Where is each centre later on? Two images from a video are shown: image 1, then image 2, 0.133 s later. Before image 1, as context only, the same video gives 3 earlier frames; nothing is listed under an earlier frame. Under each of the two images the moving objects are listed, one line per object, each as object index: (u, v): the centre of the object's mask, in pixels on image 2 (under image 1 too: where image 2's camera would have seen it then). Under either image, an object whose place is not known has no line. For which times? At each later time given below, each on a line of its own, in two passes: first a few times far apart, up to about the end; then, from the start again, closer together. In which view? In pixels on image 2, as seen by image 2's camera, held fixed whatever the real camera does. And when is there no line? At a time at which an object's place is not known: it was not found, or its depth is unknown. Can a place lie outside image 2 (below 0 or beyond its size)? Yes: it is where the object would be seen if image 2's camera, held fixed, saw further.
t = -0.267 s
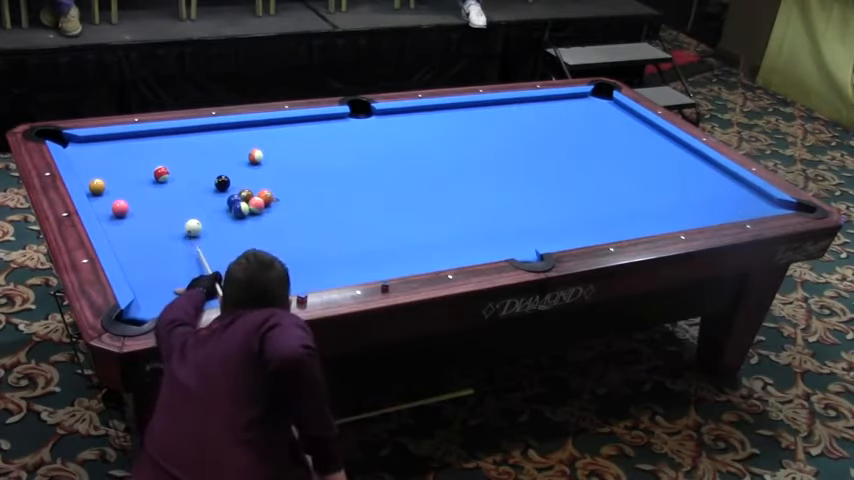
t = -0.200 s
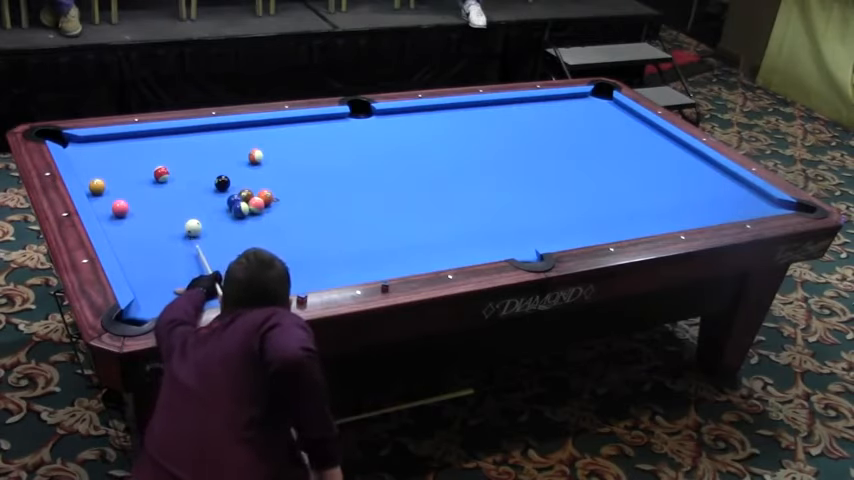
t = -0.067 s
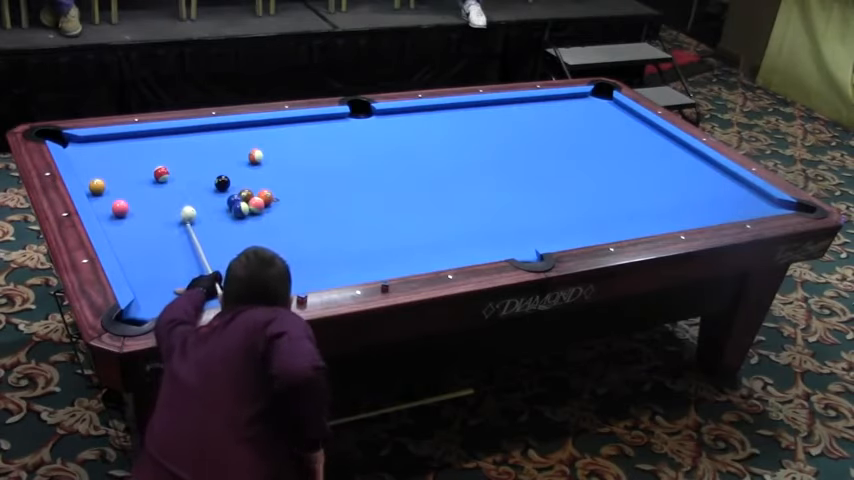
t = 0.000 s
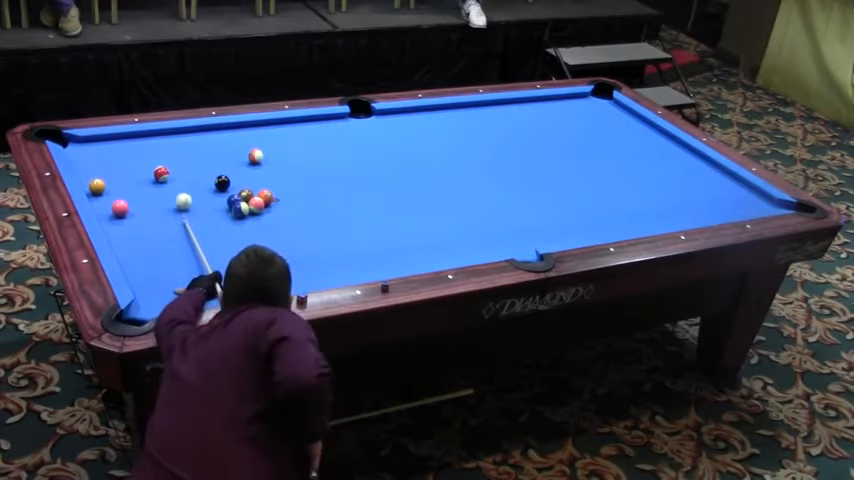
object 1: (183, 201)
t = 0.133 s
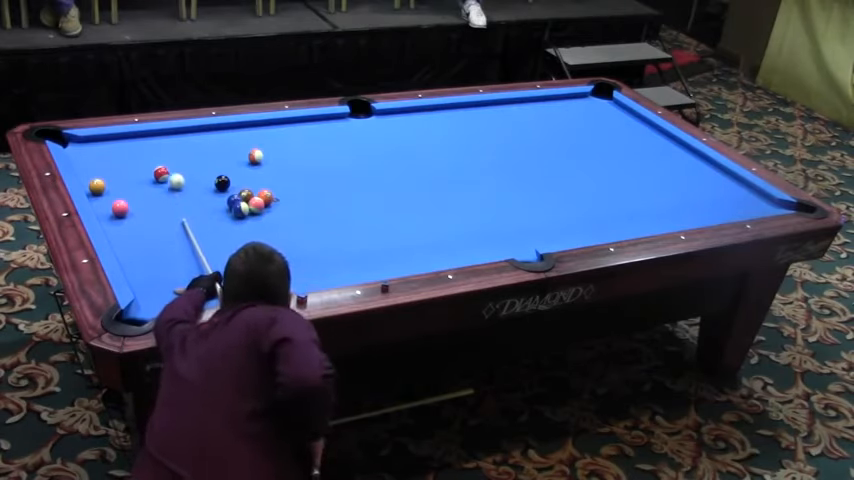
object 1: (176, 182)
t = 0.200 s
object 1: (178, 175)
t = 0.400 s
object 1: (190, 162)
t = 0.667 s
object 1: (205, 147)
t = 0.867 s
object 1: (215, 137)
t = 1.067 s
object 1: (225, 127)
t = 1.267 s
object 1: (235, 130)
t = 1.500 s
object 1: (247, 134)
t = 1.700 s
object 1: (257, 136)
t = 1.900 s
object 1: (266, 140)
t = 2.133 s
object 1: (276, 143)
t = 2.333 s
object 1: (284, 145)
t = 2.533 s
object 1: (291, 148)
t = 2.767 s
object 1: (298, 151)
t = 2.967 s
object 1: (304, 153)
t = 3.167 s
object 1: (310, 155)
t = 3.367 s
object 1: (315, 157)
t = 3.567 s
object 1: (319, 159)
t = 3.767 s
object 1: (322, 160)
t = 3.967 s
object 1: (325, 161)
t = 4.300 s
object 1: (329, 163)
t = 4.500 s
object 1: (330, 163)
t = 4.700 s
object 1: (331, 164)
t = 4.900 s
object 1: (331, 164)
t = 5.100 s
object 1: (331, 164)
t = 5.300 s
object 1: (331, 164)
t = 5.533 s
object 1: (331, 164)
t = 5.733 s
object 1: (331, 164)
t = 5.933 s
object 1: (331, 164)
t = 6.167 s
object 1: (331, 164)
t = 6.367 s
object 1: (331, 164)
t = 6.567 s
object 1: (331, 164)
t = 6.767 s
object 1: (331, 164)
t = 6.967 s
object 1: (331, 164)
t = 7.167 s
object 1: (331, 164)
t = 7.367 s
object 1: (331, 164)
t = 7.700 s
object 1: (331, 164)
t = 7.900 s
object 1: (331, 164)
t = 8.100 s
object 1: (331, 164)
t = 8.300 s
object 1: (331, 164)
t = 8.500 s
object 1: (331, 164)
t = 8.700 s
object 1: (331, 164)
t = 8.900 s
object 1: (331, 164)
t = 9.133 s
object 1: (331, 164)
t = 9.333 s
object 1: (331, 163)
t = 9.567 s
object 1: (331, 163)
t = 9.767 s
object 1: (331, 163)
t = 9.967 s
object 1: (331, 163)
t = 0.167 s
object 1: (175, 178)
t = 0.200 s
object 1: (178, 175)
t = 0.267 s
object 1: (182, 171)
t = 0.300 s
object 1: (184, 169)
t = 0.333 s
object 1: (186, 167)
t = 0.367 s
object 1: (188, 165)
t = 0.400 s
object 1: (190, 162)
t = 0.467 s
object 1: (194, 158)
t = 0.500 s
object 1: (196, 156)
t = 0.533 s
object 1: (198, 155)
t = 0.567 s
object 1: (200, 153)
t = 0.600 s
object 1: (201, 151)
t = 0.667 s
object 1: (205, 147)
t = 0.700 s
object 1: (207, 146)
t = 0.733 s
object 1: (209, 144)
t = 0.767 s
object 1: (210, 142)
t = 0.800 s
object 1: (212, 141)
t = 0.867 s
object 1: (215, 137)
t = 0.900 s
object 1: (217, 136)
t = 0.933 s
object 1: (218, 134)
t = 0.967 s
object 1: (220, 132)
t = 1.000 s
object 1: (222, 130)
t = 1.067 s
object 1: (225, 127)
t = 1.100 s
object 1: (226, 127)
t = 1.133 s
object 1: (228, 128)
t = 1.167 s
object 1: (230, 129)
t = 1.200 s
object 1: (232, 129)
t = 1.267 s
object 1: (235, 130)
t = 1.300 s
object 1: (237, 131)
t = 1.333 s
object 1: (239, 131)
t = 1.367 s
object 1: (240, 132)
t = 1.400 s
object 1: (242, 132)
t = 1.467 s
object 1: (246, 133)
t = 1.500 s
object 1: (247, 134)
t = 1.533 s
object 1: (249, 135)
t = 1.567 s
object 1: (250, 135)
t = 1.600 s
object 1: (252, 135)
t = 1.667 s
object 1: (255, 136)
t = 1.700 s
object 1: (257, 136)
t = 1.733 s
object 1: (258, 137)
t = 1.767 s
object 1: (260, 138)
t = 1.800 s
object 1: (262, 138)
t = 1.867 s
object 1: (264, 139)
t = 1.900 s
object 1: (266, 140)
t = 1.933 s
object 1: (267, 140)
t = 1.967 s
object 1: (269, 140)
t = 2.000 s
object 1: (270, 141)
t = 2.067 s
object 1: (273, 142)
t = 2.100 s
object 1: (274, 143)
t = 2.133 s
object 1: (276, 143)
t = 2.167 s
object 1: (277, 143)
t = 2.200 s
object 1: (278, 144)
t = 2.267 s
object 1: (281, 145)
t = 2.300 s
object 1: (282, 145)
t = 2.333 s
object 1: (284, 145)
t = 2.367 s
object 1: (285, 146)
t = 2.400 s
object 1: (286, 147)
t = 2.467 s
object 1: (288, 147)
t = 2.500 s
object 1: (289, 148)
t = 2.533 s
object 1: (291, 148)
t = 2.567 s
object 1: (292, 149)
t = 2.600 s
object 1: (293, 149)
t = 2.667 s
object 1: (295, 150)
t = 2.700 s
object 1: (296, 150)
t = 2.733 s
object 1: (297, 151)
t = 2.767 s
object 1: (298, 151)
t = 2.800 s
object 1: (299, 151)
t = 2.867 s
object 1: (301, 152)
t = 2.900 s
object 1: (302, 153)
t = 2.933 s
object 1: (303, 153)
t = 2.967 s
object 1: (304, 153)
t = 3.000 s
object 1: (305, 153)
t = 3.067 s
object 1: (307, 154)
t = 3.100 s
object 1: (308, 155)
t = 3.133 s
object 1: (309, 155)
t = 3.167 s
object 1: (310, 155)
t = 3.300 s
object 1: (313, 157)
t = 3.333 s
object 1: (314, 157)
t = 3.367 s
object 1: (315, 157)
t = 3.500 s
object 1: (317, 158)
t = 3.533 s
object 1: (318, 158)
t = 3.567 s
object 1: (319, 159)
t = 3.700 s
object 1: (321, 160)
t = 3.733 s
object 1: (322, 160)
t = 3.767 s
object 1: (322, 160)
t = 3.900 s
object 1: (324, 161)
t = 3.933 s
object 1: (325, 161)
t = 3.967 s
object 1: (325, 161)
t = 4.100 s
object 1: (327, 162)
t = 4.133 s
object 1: (327, 162)
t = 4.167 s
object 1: (328, 162)
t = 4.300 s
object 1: (329, 163)
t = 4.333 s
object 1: (329, 163)
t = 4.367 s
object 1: (329, 163)
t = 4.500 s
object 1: (330, 163)
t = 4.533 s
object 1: (331, 163)
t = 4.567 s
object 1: (330, 163)
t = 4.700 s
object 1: (331, 164)
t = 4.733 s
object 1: (331, 163)
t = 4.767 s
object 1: (331, 164)
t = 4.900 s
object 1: (331, 164)
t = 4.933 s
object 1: (331, 164)
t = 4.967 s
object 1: (331, 164)
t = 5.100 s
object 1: (331, 164)
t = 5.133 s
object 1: (331, 164)
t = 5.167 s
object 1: (331, 164)
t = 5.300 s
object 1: (331, 164)
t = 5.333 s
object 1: (331, 164)
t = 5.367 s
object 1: (331, 164)
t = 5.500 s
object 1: (331, 164)
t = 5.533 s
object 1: (331, 164)
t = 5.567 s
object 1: (331, 164)
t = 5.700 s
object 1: (331, 164)
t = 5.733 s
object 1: (331, 164)
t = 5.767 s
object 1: (331, 164)
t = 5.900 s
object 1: (331, 164)
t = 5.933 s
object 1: (331, 164)
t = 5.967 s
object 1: (331, 164)
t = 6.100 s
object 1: (331, 164)
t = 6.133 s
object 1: (331, 164)
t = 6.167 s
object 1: (331, 164)
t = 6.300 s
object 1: (331, 164)
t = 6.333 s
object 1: (331, 164)
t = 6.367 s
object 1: (331, 164)
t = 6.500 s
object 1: (331, 164)
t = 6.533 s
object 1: (331, 164)
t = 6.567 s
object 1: (331, 164)
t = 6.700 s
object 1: (331, 164)
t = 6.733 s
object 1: (331, 164)
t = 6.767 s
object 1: (331, 164)
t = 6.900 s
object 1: (331, 164)
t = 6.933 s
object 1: (331, 164)
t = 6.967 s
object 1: (331, 164)
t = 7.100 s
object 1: (331, 164)
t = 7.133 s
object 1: (331, 164)
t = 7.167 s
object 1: (331, 164)
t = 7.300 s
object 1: (331, 164)
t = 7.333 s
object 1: (331, 163)
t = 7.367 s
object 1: (331, 164)
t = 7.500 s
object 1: (331, 163)
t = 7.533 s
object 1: (331, 163)
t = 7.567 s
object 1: (331, 163)
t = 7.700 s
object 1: (331, 164)
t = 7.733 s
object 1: (331, 163)
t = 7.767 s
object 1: (331, 164)
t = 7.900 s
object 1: (331, 164)
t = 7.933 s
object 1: (331, 164)
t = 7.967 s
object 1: (331, 164)
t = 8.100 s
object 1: (331, 164)
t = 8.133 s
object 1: (331, 164)
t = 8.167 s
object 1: (331, 164)
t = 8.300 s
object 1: (331, 164)
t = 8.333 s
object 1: (331, 164)
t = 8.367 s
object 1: (331, 164)
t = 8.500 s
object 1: (331, 164)
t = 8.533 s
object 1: (331, 164)
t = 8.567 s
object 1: (331, 164)
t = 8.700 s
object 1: (331, 164)
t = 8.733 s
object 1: (331, 164)
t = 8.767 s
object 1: (331, 164)
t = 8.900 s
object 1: (331, 164)
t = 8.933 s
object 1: (331, 164)
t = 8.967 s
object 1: (331, 164)
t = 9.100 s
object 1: (331, 164)
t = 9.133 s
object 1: (331, 164)
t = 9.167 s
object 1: (331, 164)
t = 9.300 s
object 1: (331, 164)
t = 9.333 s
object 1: (331, 163)
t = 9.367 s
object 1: (331, 164)
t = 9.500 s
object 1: (331, 163)
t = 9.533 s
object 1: (331, 163)
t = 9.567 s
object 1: (331, 163)
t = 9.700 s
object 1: (331, 163)
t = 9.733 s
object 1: (331, 163)
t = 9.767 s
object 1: (331, 163)
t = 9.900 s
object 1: (331, 163)
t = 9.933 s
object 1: (331, 163)
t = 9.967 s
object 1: (331, 163)
